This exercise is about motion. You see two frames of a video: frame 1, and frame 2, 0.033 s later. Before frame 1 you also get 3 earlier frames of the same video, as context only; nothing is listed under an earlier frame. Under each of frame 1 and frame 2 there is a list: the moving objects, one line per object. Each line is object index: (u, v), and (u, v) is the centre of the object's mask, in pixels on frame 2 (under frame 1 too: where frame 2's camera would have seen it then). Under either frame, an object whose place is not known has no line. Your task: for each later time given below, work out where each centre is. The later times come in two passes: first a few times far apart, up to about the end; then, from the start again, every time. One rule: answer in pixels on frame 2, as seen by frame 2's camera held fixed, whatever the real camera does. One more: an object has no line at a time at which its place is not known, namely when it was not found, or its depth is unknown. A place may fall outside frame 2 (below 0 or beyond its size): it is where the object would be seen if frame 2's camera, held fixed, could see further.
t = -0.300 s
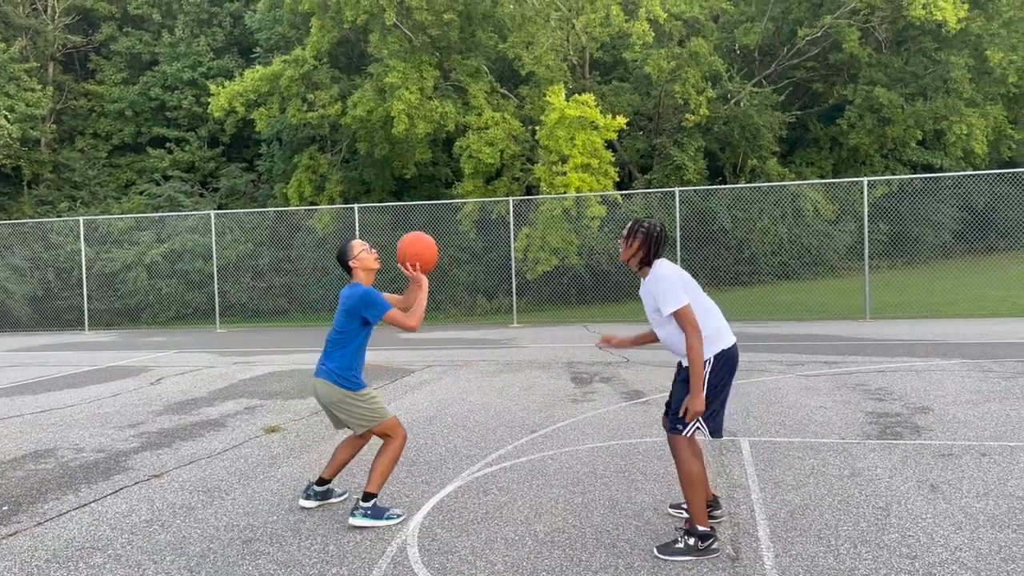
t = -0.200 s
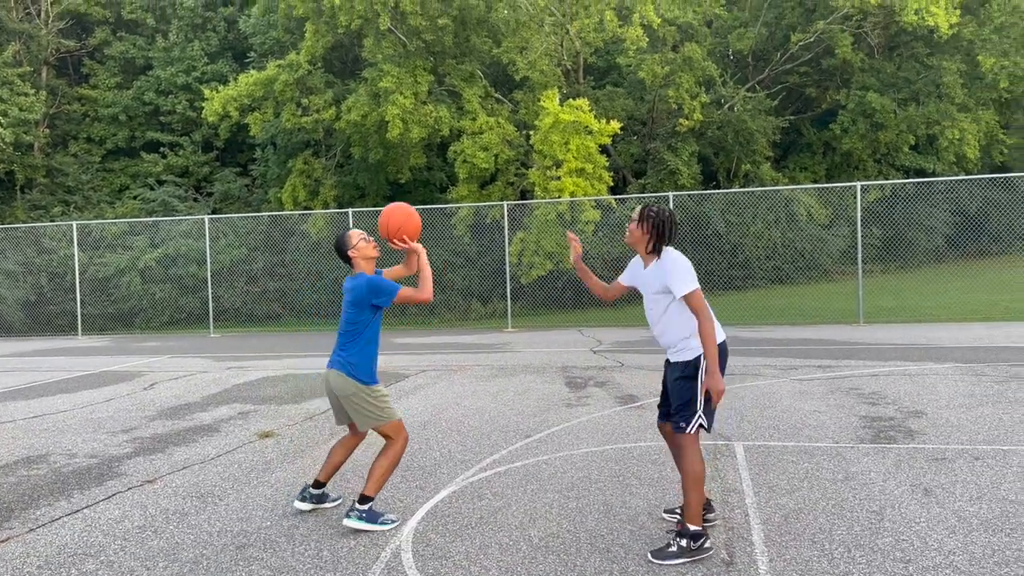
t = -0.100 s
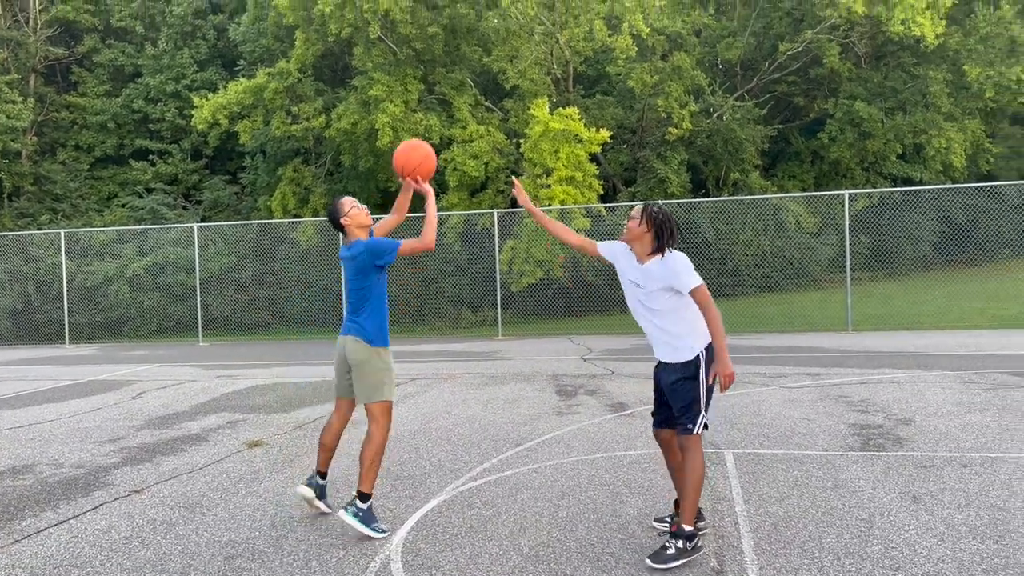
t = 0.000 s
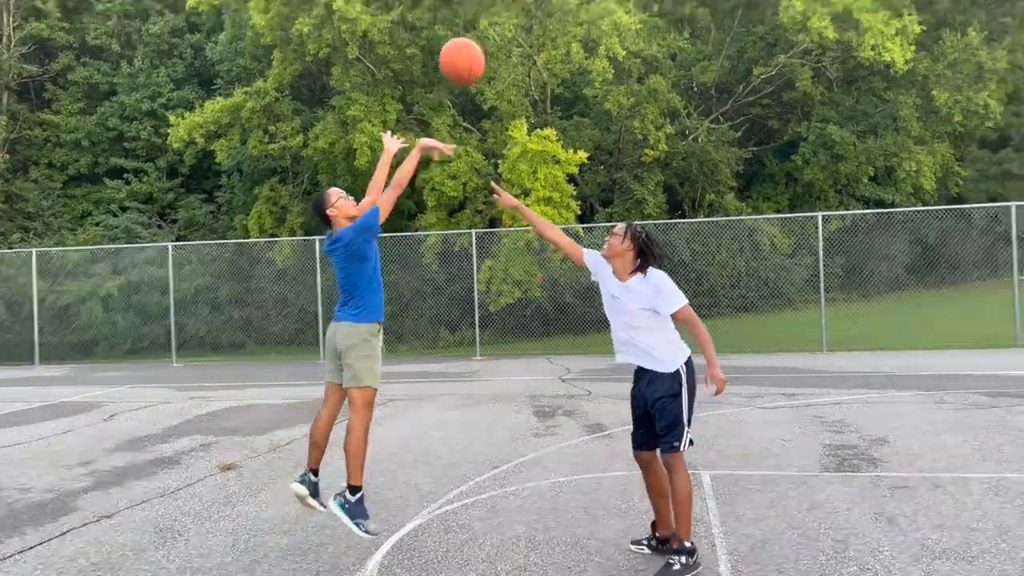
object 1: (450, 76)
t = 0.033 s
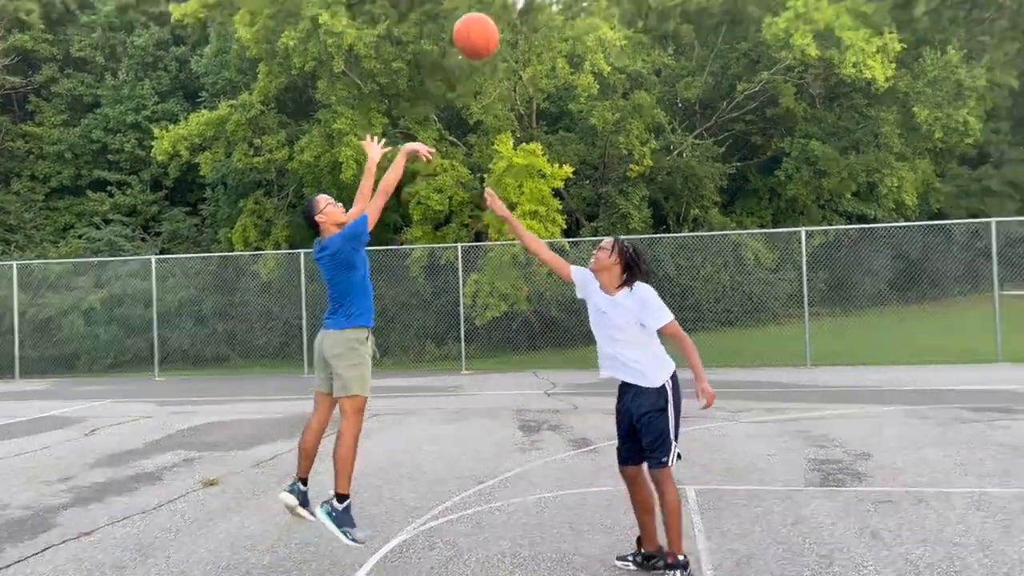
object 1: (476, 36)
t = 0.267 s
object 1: (669, -168)
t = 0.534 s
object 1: (901, -297)
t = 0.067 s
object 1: (502, 1)
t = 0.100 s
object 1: (529, -26)
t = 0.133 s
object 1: (558, -54)
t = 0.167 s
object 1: (586, -82)
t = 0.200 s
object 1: (614, -111)
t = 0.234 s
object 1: (641, -140)
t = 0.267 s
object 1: (669, -168)
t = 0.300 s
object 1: (697, -194)
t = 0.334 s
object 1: (726, -217)
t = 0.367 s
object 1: (754, -236)
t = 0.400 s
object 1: (783, -252)
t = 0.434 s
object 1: (812, -266)
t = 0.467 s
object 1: (842, -279)
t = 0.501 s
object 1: (872, -289)
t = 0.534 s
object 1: (901, -297)
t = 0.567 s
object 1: (931, -304)
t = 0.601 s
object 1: (962, -310)
